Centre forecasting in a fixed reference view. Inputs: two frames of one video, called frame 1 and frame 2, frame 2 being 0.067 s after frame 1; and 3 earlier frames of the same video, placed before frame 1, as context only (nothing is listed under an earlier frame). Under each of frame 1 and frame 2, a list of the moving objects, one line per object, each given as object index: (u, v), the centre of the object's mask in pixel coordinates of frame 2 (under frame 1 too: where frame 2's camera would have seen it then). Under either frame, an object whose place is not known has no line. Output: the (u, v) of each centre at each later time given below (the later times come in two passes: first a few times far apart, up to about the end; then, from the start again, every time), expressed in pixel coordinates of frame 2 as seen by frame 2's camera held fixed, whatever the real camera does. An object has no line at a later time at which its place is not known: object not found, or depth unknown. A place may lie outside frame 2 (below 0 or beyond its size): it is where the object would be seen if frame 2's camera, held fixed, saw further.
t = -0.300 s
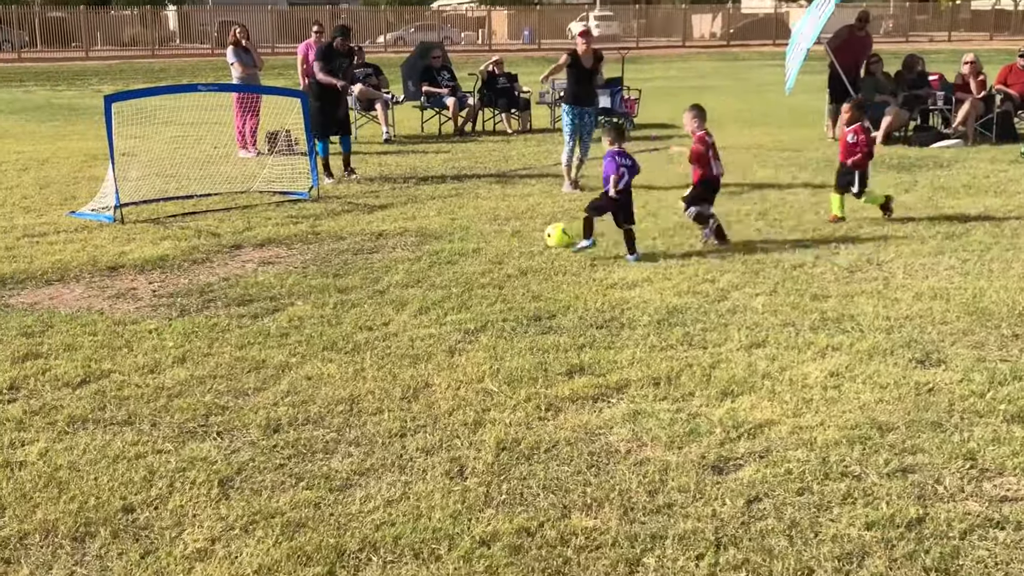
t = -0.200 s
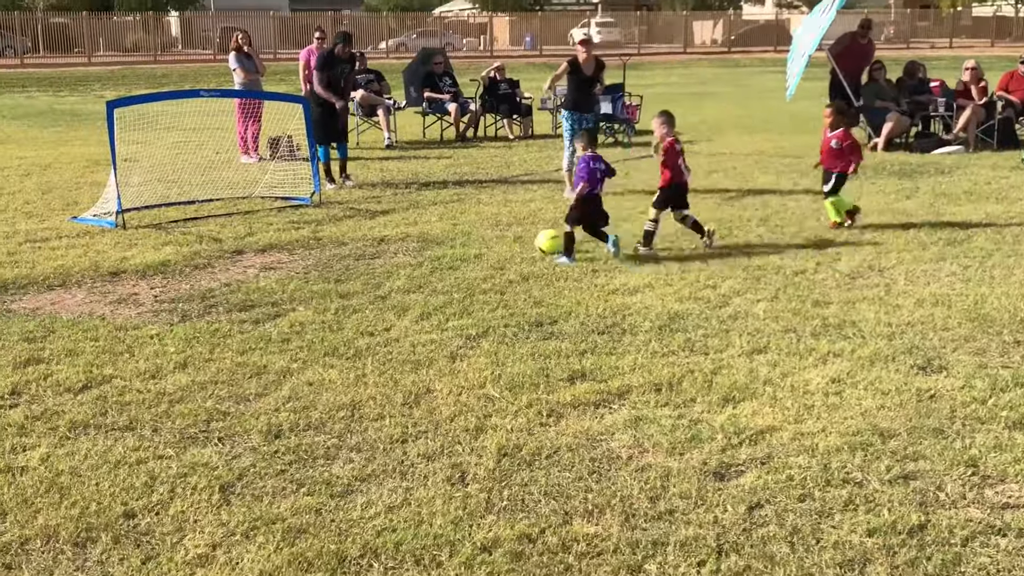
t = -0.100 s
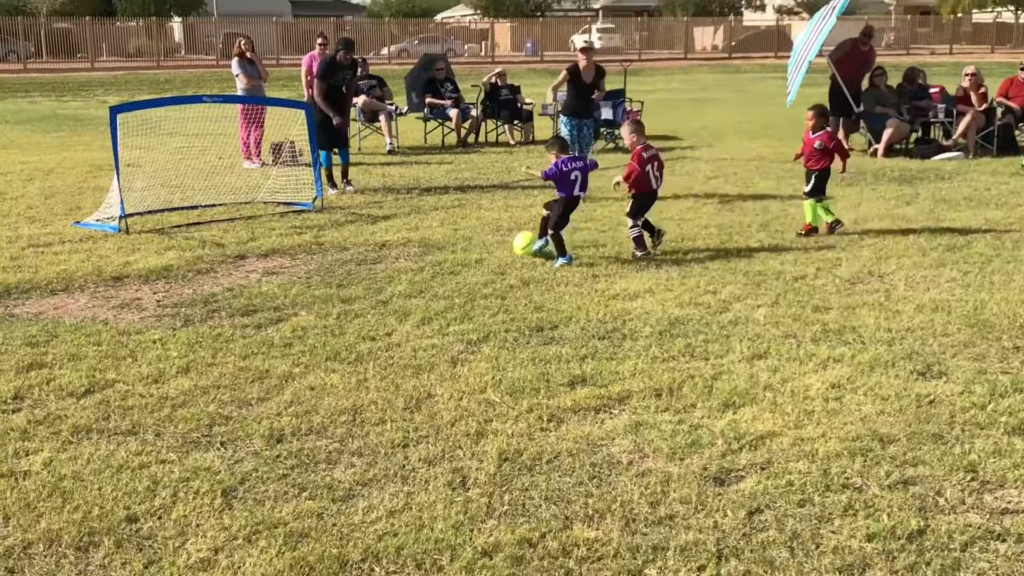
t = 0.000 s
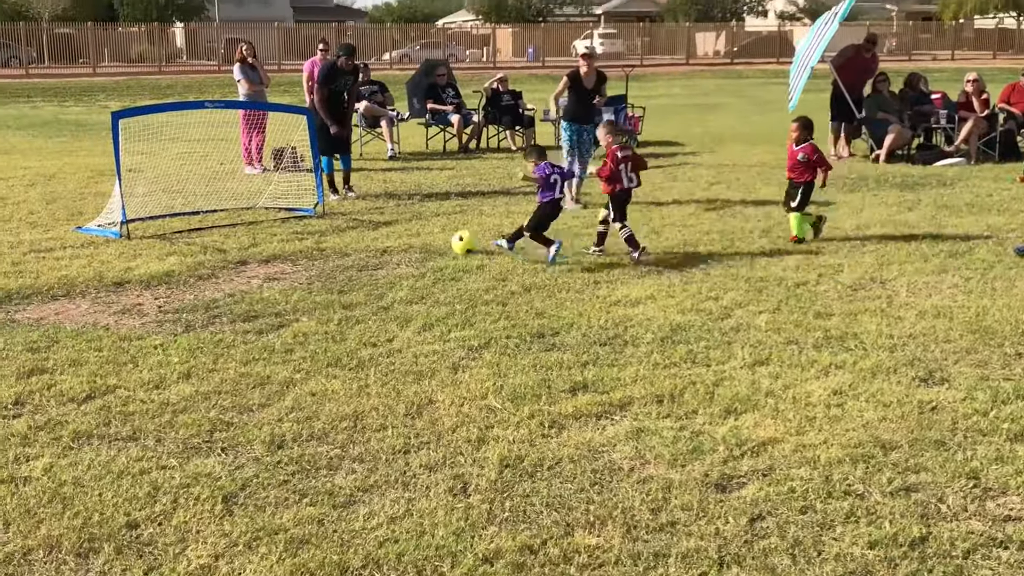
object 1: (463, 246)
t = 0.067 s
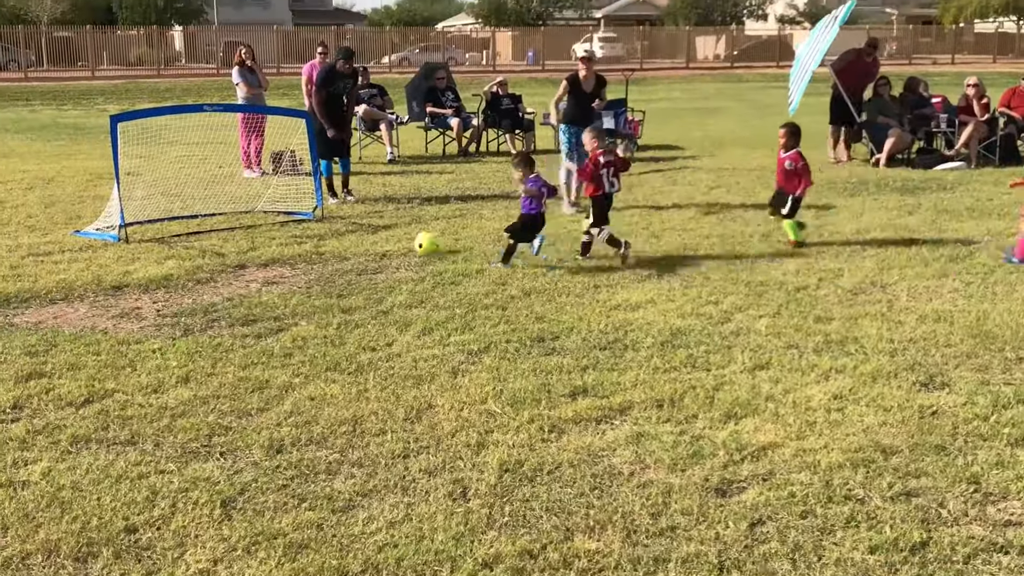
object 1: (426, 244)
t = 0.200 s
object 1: (366, 234)
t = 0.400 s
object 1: (301, 228)
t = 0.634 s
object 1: (248, 224)
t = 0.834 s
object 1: (211, 221)
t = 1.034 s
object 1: (178, 220)
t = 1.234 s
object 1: (148, 218)
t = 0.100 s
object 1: (409, 243)
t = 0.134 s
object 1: (394, 239)
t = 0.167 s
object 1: (380, 236)
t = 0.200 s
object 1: (366, 234)
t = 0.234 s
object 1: (353, 233)
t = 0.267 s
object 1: (340, 233)
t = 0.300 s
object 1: (327, 234)
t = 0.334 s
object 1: (318, 232)
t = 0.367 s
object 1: (310, 229)
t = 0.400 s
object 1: (301, 228)
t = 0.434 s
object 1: (292, 227)
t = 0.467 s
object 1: (282, 227)
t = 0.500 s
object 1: (274, 229)
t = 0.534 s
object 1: (268, 229)
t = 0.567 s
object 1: (262, 226)
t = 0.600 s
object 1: (254, 225)
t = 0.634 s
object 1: (248, 224)
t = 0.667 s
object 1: (242, 224)
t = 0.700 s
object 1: (234, 225)
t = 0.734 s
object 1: (228, 225)
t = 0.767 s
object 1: (223, 223)
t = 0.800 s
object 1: (217, 222)
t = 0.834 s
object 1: (211, 221)
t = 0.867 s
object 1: (206, 222)
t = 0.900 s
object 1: (200, 223)
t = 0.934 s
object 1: (194, 223)
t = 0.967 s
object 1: (188, 222)
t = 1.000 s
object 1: (183, 221)
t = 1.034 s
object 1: (178, 220)
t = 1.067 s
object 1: (172, 220)
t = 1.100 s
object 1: (167, 221)
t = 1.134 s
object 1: (162, 222)
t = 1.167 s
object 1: (158, 220)
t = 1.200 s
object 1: (153, 218)
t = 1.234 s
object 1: (148, 218)
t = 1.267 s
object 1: (144, 218)
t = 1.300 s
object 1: (140, 218)
